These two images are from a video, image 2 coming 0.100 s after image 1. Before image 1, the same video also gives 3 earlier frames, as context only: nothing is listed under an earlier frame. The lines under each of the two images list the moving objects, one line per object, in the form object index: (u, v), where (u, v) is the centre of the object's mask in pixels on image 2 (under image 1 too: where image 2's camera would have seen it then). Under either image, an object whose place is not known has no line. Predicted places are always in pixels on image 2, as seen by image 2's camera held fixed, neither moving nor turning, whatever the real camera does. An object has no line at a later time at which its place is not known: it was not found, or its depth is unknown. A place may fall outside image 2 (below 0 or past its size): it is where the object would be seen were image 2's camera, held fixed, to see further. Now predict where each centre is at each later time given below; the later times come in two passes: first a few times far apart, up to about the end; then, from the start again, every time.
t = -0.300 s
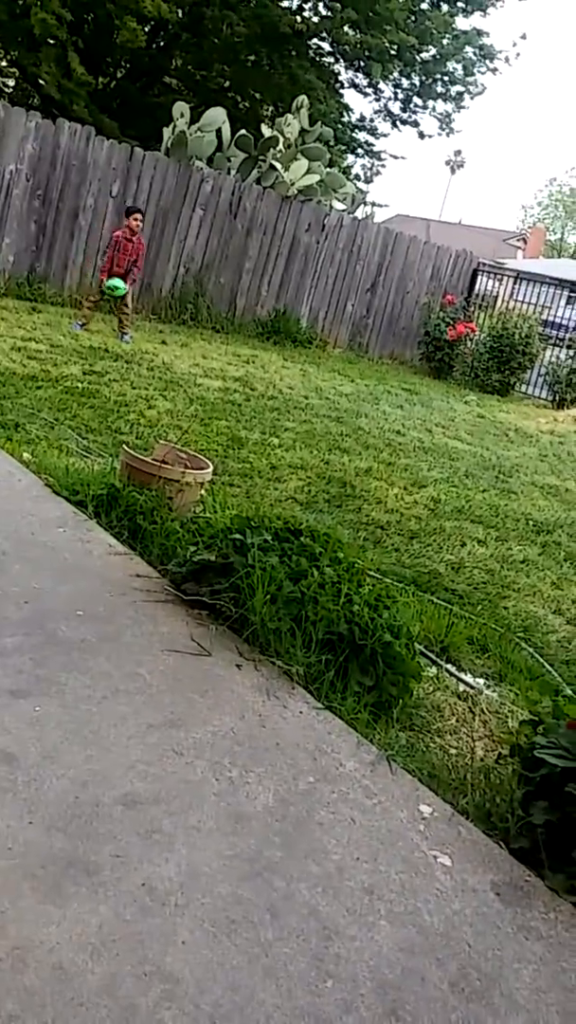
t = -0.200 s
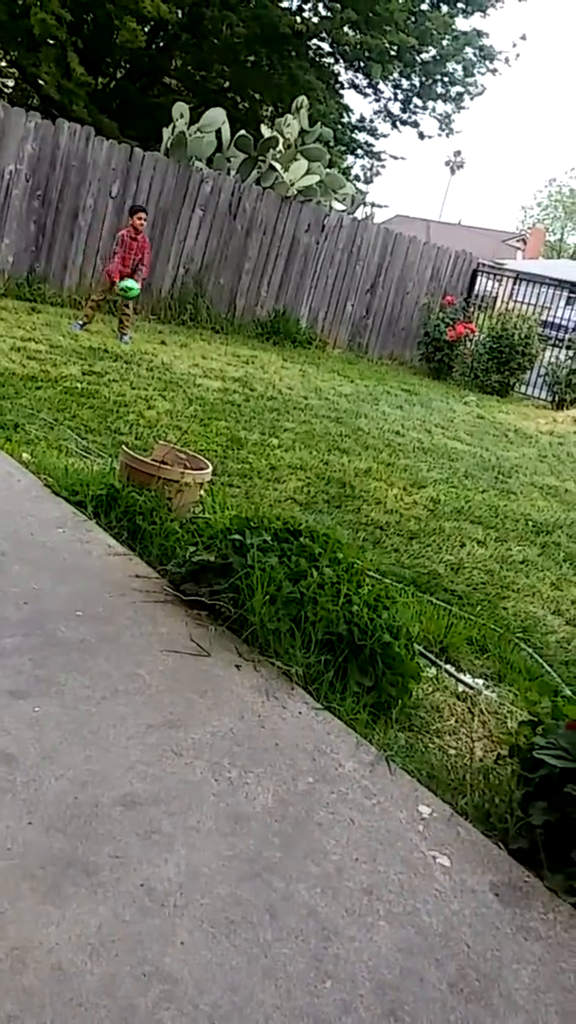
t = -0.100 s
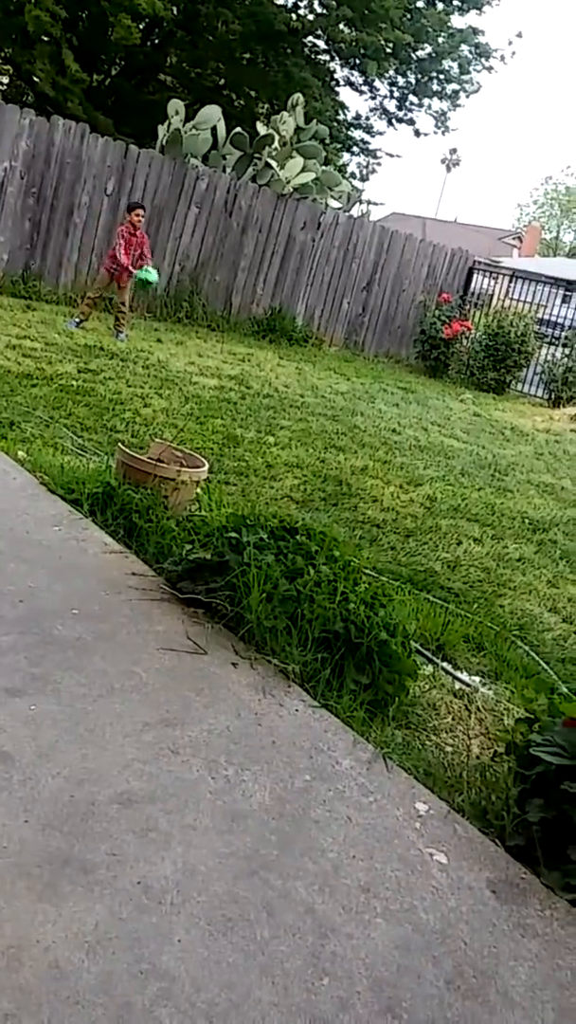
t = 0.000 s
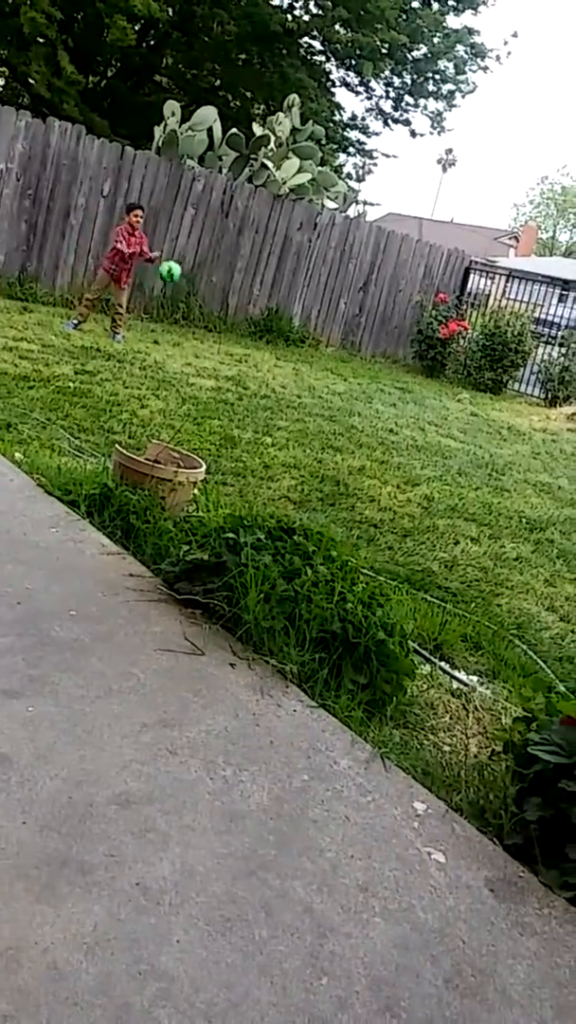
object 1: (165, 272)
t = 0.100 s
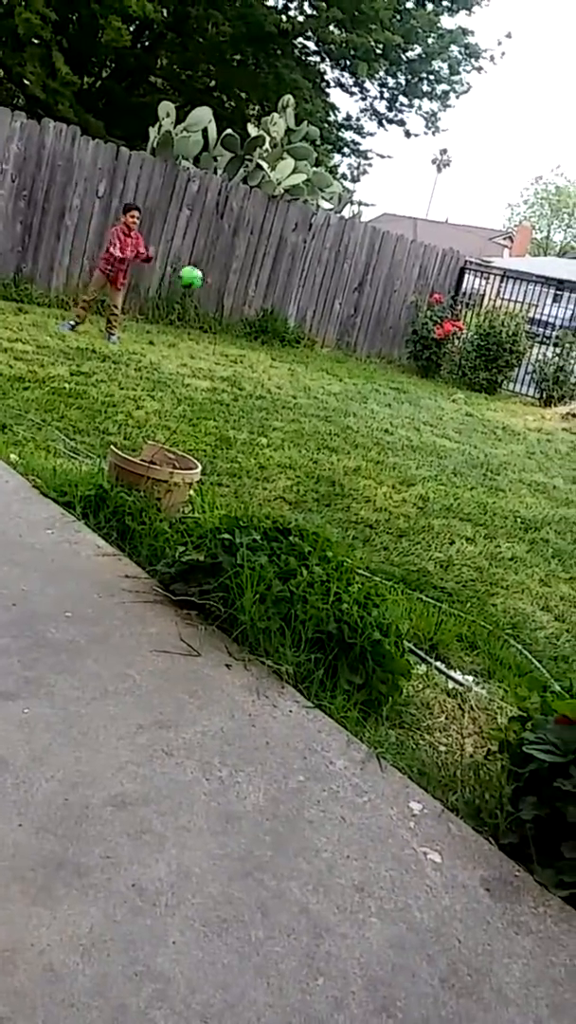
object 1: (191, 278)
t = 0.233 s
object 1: (224, 302)
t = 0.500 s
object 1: (283, 389)
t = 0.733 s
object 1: (342, 389)
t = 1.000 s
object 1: (400, 420)
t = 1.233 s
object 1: (448, 437)
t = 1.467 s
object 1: (488, 448)
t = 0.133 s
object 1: (199, 280)
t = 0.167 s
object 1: (207, 286)
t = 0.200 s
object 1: (216, 294)
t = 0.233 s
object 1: (224, 302)
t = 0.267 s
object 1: (230, 311)
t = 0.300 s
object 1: (239, 323)
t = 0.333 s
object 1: (247, 337)
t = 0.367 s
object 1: (254, 351)
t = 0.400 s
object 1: (261, 367)
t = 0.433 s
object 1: (267, 385)
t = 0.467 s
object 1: (275, 392)
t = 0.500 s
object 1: (283, 389)
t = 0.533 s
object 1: (293, 385)
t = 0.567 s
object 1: (301, 382)
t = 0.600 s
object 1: (309, 381)
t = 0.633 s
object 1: (319, 381)
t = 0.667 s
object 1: (327, 382)
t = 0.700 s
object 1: (335, 385)
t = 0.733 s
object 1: (342, 389)
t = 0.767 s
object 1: (349, 395)
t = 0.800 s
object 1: (356, 402)
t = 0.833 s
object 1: (363, 411)
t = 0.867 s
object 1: (369, 417)
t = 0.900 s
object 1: (379, 418)
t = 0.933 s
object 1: (386, 417)
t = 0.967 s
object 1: (393, 418)
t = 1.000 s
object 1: (400, 420)
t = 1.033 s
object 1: (409, 422)
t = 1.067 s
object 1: (415, 426)
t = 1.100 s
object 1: (422, 431)
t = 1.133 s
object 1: (429, 434)
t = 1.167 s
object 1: (435, 435)
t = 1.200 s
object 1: (441, 435)
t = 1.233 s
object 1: (448, 437)
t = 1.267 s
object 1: (455, 440)
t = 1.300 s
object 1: (461, 442)
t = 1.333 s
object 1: (467, 446)
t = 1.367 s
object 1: (472, 447)
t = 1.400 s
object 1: (478, 447)
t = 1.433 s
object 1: (483, 447)
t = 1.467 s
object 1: (488, 448)
